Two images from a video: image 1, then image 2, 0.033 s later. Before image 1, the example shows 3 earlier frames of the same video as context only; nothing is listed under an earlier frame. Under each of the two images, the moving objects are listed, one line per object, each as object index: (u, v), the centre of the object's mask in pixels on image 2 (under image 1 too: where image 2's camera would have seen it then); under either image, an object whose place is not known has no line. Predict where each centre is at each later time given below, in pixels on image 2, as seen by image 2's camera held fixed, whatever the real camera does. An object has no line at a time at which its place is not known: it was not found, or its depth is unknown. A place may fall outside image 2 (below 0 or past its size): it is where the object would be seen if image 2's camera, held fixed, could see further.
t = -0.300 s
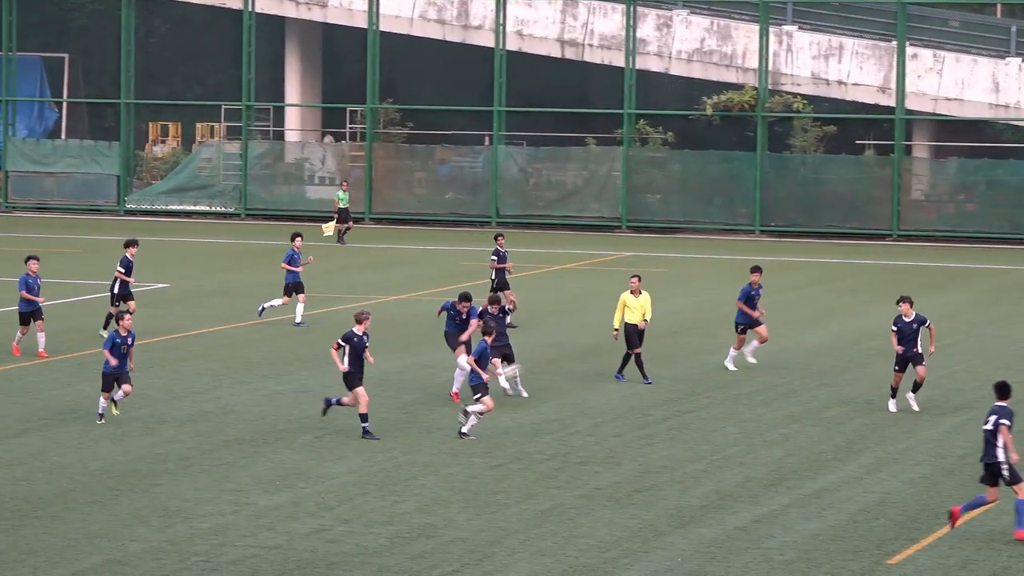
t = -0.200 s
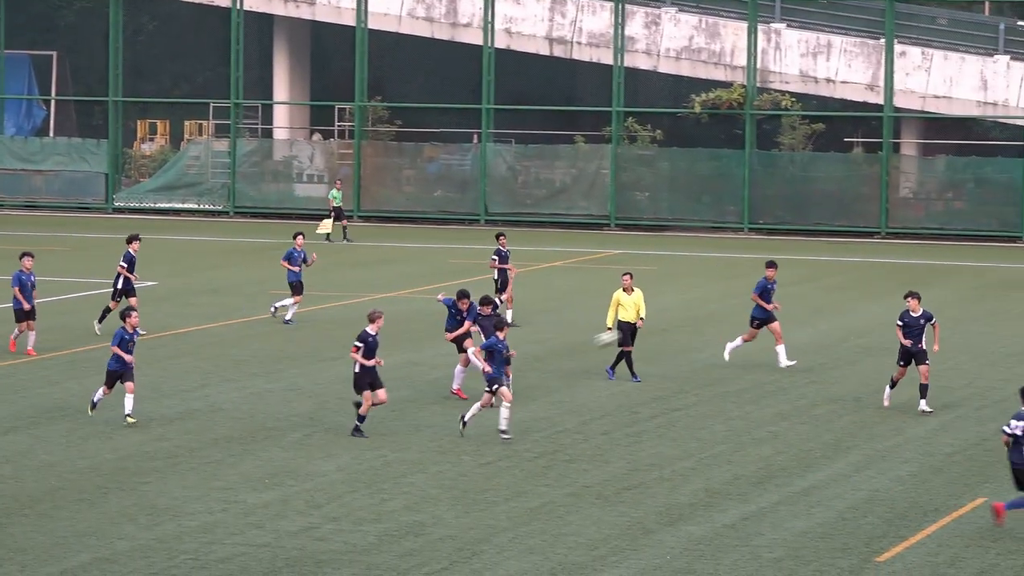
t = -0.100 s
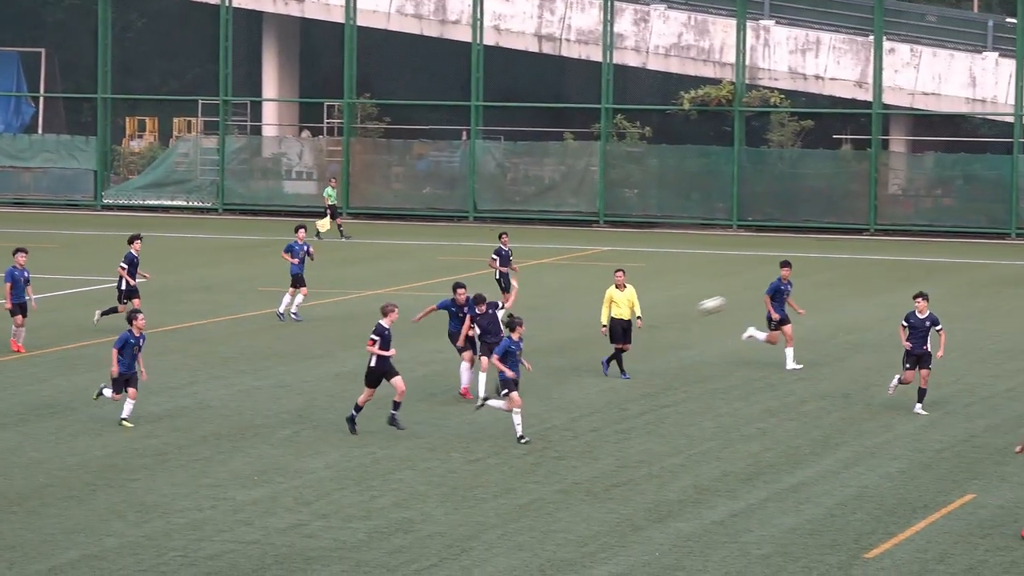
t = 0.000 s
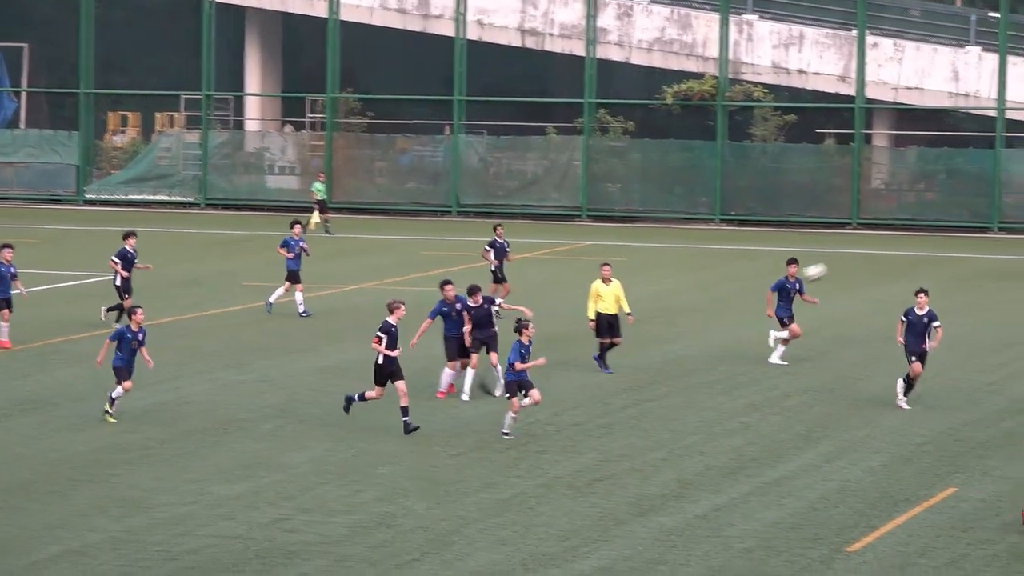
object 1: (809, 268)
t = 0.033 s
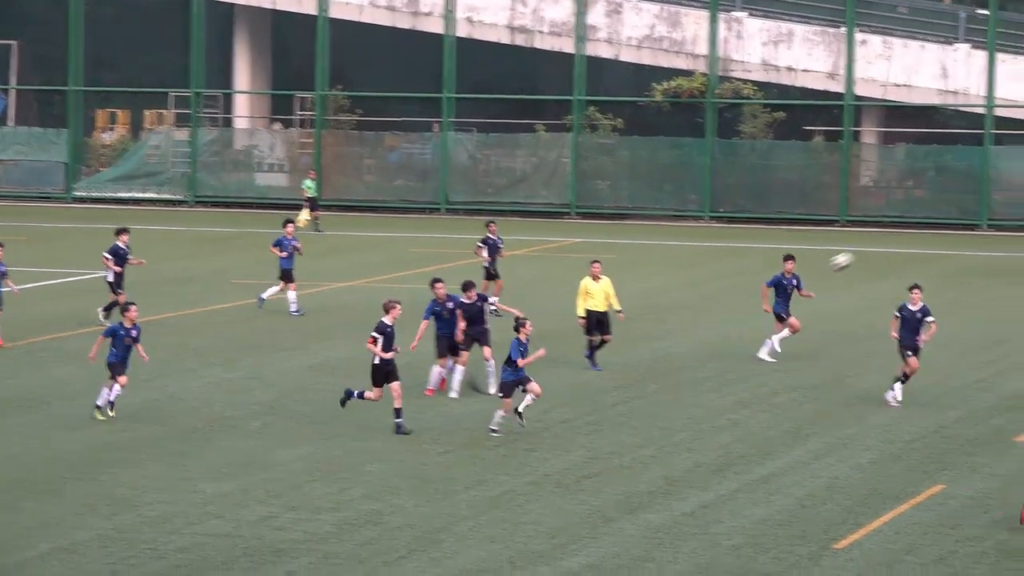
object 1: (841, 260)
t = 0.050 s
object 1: (858, 257)
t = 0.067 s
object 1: (873, 253)
